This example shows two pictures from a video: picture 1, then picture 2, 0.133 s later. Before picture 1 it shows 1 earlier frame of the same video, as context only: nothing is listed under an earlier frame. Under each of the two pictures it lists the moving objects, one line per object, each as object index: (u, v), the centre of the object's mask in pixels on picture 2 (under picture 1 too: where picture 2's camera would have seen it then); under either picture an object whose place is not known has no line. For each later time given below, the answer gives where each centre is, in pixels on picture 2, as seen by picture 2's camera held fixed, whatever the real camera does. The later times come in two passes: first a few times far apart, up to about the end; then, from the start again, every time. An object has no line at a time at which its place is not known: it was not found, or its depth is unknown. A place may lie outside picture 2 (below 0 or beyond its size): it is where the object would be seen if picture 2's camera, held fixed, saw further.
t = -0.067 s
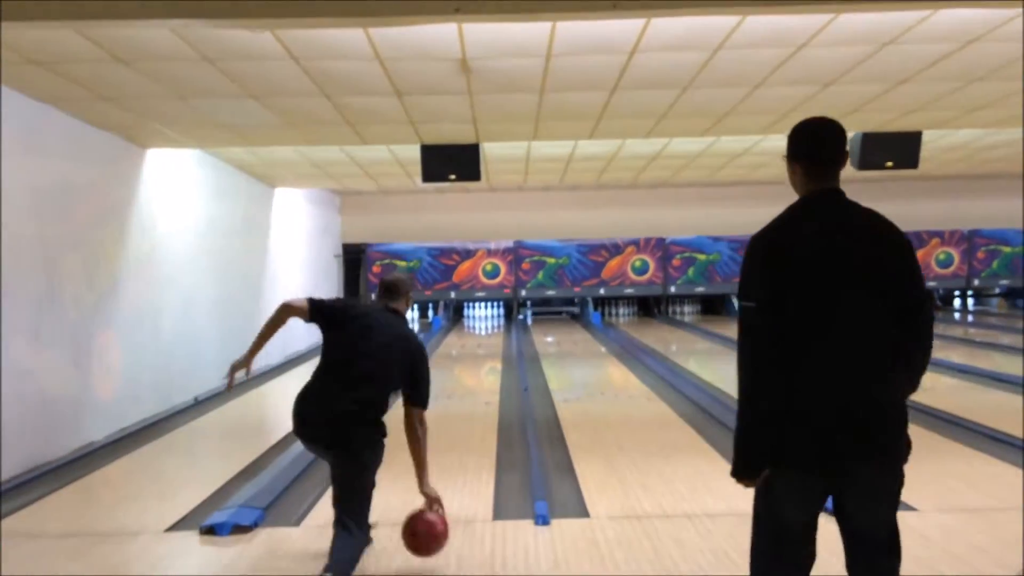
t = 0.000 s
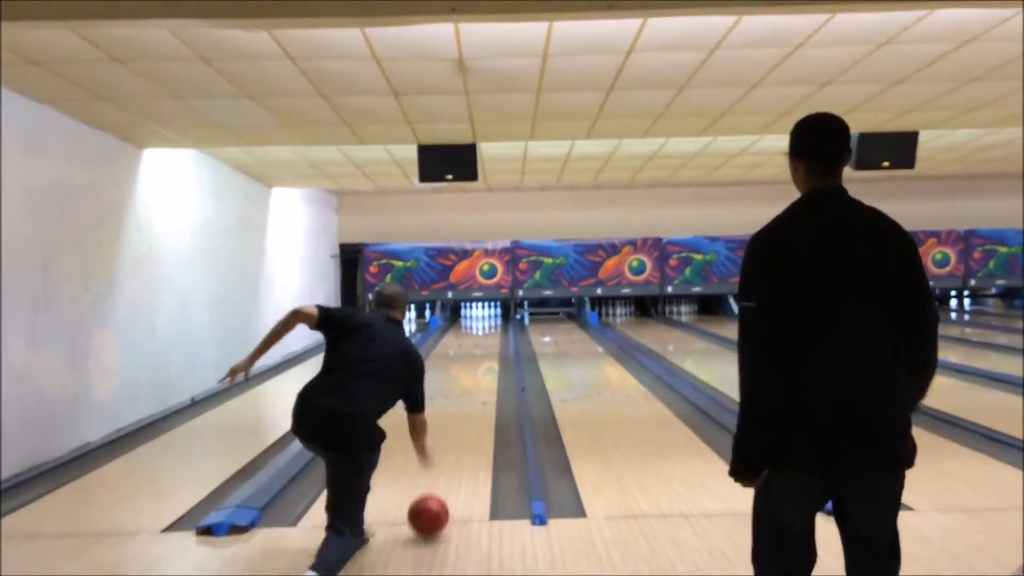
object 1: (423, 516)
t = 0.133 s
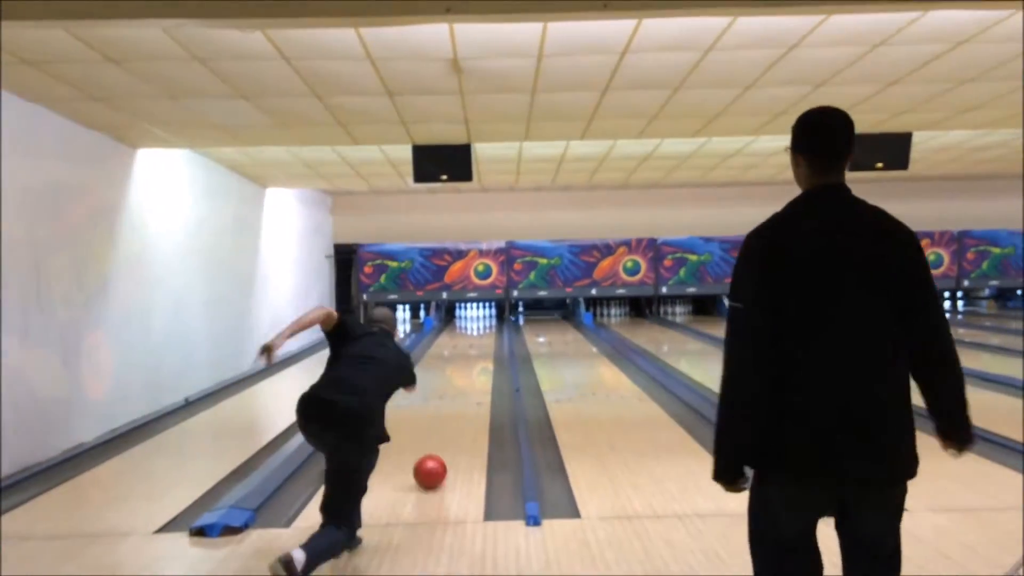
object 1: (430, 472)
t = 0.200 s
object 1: (432, 453)
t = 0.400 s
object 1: (438, 414)
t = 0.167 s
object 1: (431, 462)
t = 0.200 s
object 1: (432, 453)
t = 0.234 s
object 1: (433, 446)
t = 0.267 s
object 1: (434, 438)
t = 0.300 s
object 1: (435, 432)
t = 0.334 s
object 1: (436, 426)
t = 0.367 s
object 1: (437, 420)
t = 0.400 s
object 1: (438, 414)
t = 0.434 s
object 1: (438, 409)
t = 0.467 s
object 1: (439, 404)
